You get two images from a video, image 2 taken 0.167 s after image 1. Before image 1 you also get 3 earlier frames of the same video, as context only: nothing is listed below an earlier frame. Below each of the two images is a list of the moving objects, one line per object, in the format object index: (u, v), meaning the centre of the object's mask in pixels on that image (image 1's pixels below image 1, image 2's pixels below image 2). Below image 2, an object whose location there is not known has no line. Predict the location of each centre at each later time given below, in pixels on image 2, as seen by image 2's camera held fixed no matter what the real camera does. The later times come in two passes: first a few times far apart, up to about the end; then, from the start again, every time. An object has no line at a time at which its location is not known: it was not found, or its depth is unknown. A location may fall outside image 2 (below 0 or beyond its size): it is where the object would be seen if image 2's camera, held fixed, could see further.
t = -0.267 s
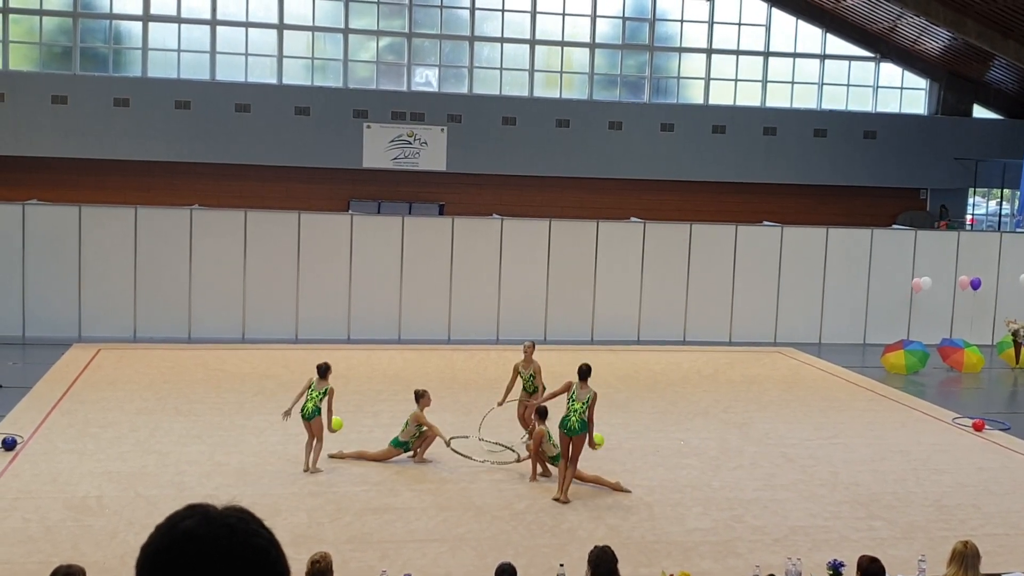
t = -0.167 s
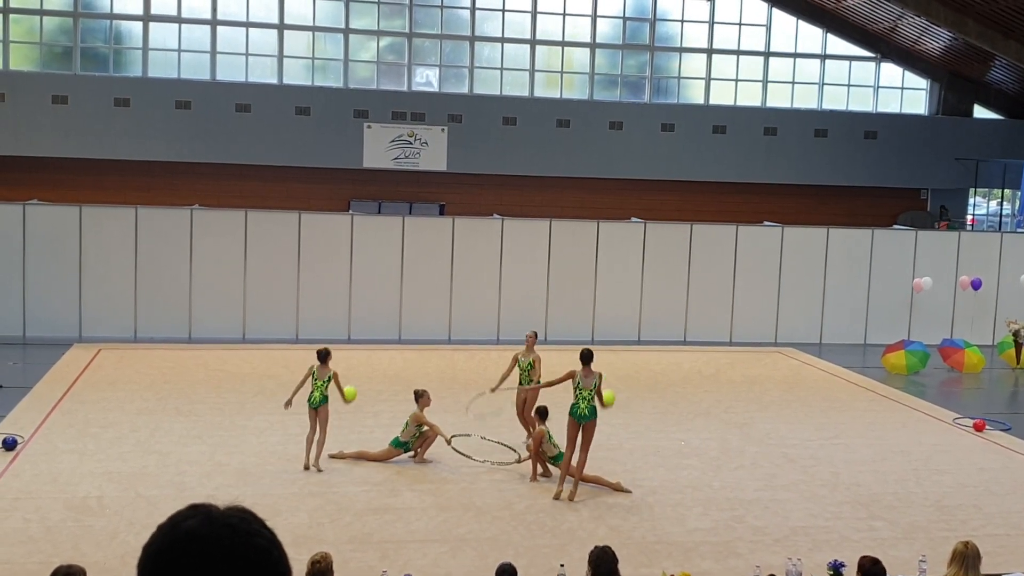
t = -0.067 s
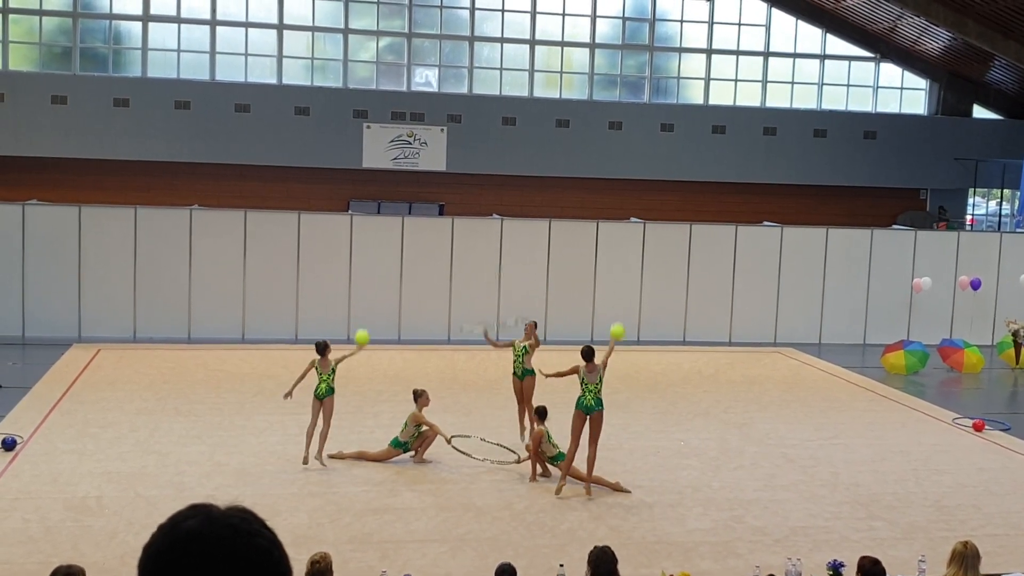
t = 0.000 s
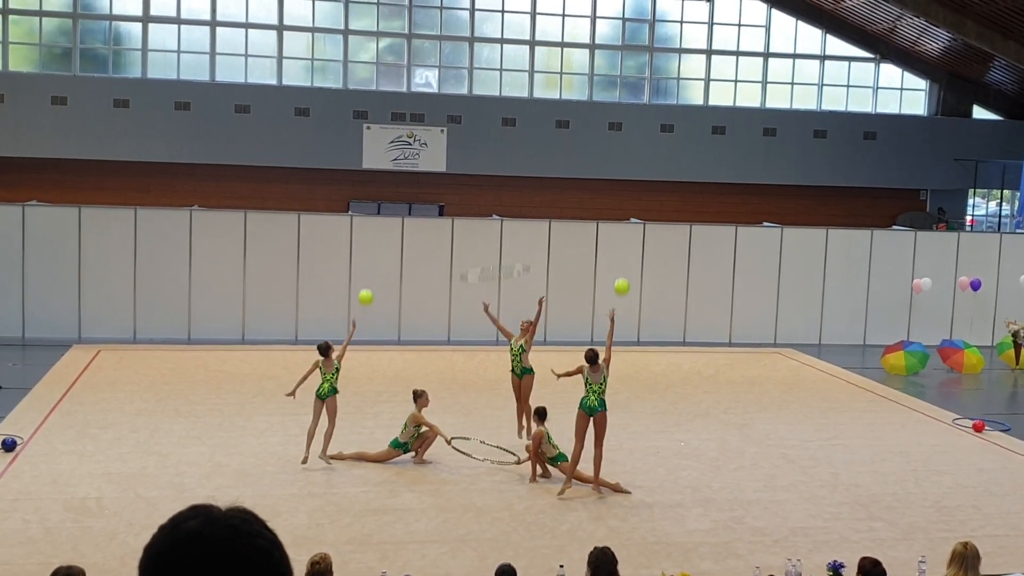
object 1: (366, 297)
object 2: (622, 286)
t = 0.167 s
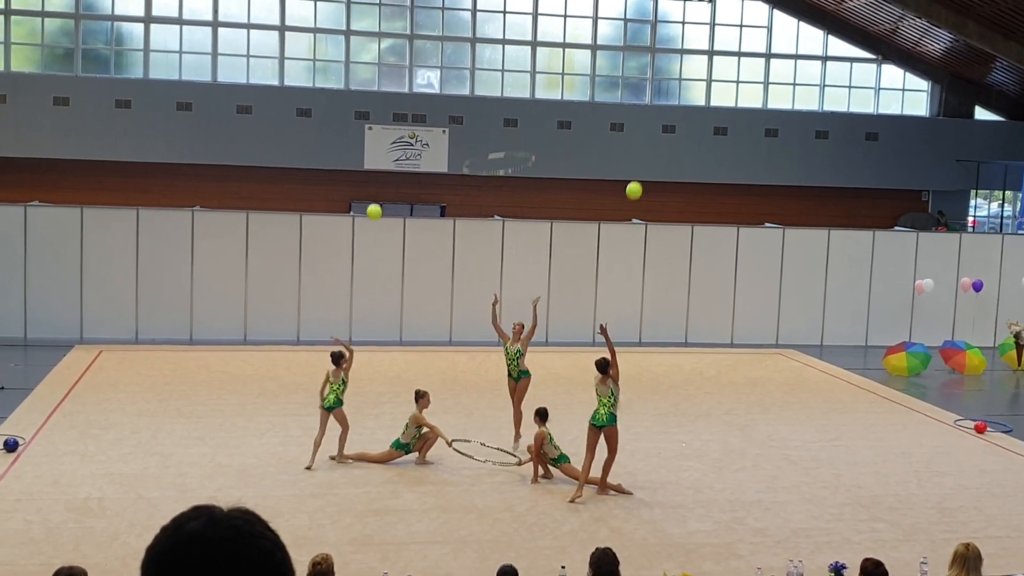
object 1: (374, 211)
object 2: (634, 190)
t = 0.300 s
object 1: (379, 159)
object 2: (642, 129)
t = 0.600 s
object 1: (389, 92)
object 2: (659, 45)
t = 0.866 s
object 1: (396, 92)
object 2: (670, 35)
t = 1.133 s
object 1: (402, 146)
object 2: (678, 84)
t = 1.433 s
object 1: (406, 267)
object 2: (681, 205)
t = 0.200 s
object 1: (375, 197)
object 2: (636, 174)
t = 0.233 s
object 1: (377, 184)
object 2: (638, 157)
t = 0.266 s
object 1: (378, 171)
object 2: (640, 142)
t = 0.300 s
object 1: (379, 159)
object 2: (642, 129)
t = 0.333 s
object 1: (380, 148)
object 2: (644, 115)
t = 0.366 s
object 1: (381, 138)
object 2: (647, 104)
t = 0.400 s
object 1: (383, 128)
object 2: (649, 92)
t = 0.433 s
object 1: (384, 120)
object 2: (650, 82)
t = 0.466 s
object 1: (385, 113)
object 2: (652, 73)
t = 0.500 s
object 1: (386, 107)
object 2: (654, 64)
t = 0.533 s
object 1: (387, 101)
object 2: (656, 57)
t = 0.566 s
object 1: (388, 96)
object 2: (658, 50)
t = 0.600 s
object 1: (389, 92)
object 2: (659, 45)
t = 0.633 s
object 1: (390, 89)
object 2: (661, 40)
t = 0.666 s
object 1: (391, 87)
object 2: (662, 37)
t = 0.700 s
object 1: (392, 86)
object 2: (664, 34)
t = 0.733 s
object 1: (393, 85)
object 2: (665, 32)
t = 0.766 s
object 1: (394, 86)
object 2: (667, 32)
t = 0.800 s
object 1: (395, 87)
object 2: (668, 32)
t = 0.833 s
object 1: (396, 89)
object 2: (669, 33)
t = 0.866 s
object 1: (396, 92)
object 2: (670, 35)
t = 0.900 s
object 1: (397, 96)
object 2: (671, 38)
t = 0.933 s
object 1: (398, 101)
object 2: (673, 41)
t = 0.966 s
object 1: (399, 106)
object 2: (674, 46)
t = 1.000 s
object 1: (400, 113)
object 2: (674, 52)
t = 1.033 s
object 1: (400, 120)
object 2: (675, 58)
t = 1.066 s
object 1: (401, 128)
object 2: (676, 66)
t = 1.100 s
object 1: (402, 137)
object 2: (677, 75)
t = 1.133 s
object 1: (402, 146)
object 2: (678, 84)
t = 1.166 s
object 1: (403, 157)
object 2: (678, 94)
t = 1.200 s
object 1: (403, 169)
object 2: (679, 105)
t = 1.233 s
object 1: (404, 181)
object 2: (679, 117)
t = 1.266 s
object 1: (405, 193)
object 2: (680, 129)
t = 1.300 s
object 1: (405, 207)
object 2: (680, 143)
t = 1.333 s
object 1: (405, 220)
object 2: (681, 157)
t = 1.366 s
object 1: (405, 235)
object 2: (681, 172)
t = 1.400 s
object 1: (406, 251)
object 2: (681, 188)
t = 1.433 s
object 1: (406, 267)
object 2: (681, 205)
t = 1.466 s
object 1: (406, 284)
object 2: (682, 222)
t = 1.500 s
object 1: (406, 302)
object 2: (682, 240)
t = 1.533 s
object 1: (406, 320)
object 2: (682, 259)
